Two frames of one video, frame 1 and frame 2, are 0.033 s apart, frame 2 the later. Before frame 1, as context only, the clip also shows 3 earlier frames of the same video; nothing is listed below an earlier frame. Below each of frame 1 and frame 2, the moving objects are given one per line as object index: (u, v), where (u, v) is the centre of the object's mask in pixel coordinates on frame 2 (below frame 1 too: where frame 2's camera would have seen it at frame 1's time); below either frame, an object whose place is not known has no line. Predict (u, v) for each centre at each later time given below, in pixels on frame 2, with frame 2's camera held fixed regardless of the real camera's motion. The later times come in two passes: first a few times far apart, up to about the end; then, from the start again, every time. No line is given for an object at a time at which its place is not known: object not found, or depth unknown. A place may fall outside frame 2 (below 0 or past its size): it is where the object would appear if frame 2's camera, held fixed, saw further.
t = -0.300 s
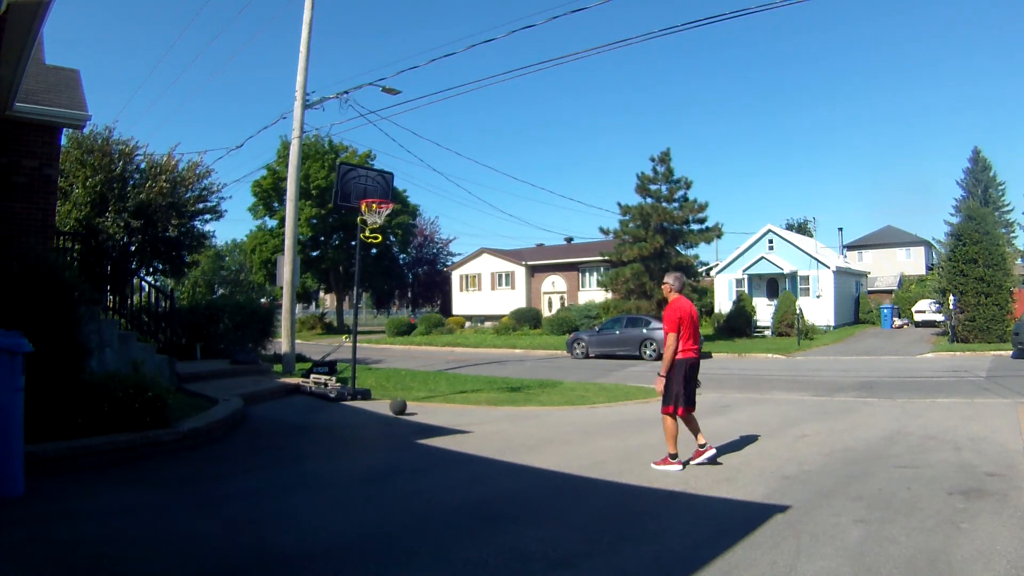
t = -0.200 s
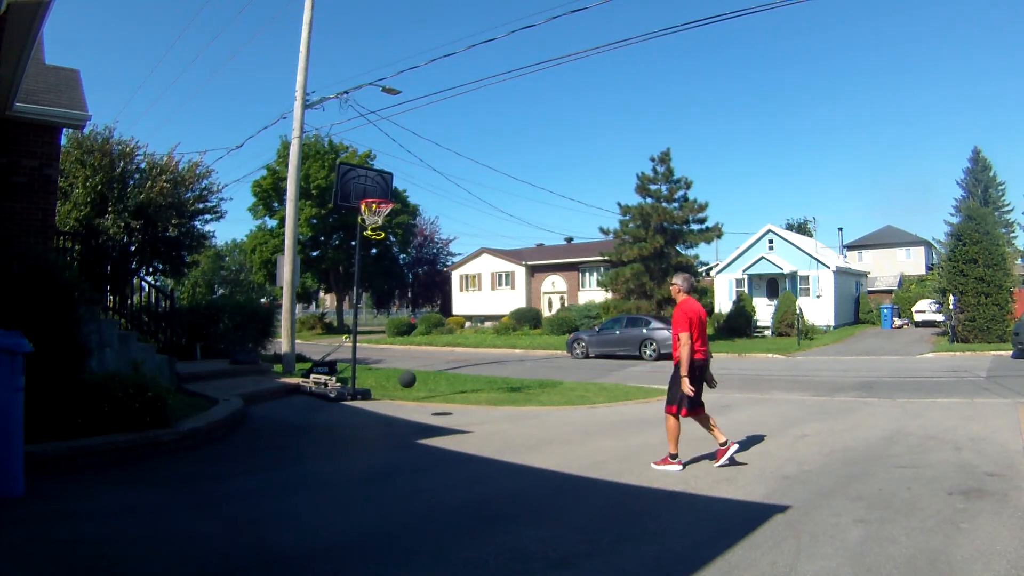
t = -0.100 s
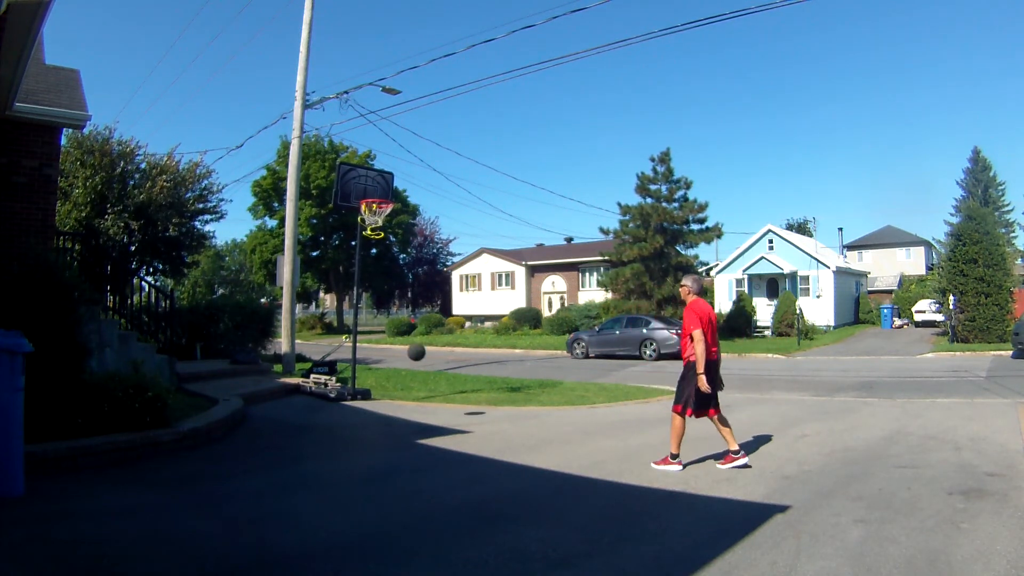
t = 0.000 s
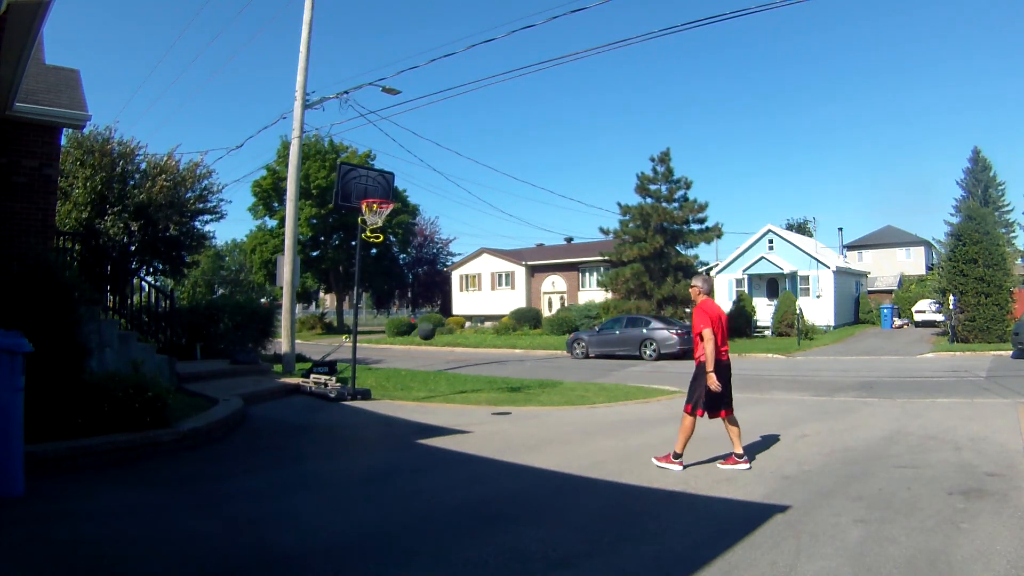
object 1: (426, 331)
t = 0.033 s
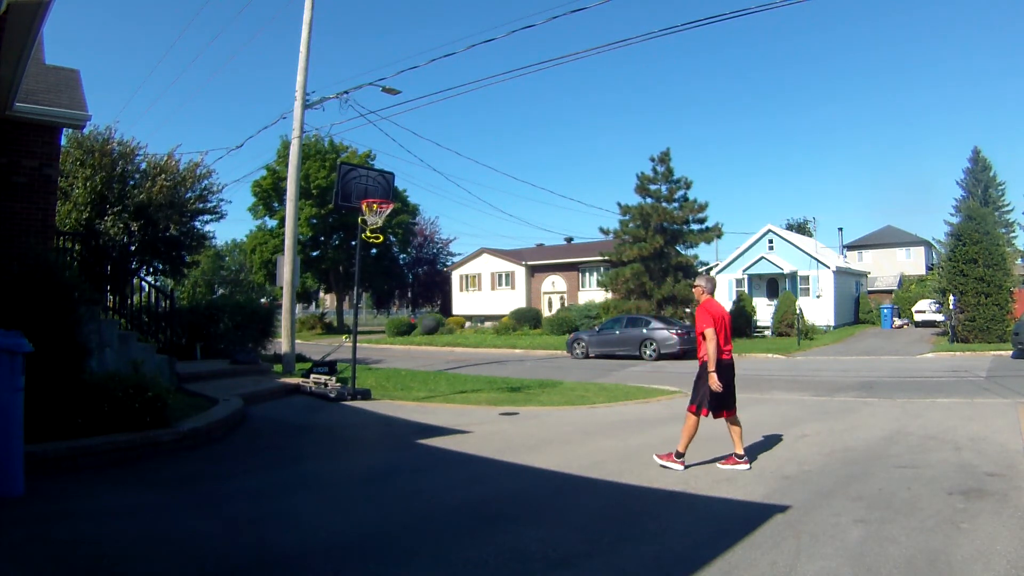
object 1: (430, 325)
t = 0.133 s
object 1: (440, 315)
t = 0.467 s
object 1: (482, 337)
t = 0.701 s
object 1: (516, 417)
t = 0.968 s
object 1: (553, 379)
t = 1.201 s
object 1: (590, 367)
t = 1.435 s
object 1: (630, 411)
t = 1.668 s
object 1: (672, 427)
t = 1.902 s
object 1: (716, 407)
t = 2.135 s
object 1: (763, 449)
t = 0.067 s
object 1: (433, 321)
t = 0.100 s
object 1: (435, 318)
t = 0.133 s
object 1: (440, 315)
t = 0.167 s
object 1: (444, 312)
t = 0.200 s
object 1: (448, 311)
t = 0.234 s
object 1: (452, 311)
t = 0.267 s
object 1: (456, 312)
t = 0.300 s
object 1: (461, 313)
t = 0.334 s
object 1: (465, 316)
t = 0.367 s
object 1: (469, 320)
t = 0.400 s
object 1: (474, 324)
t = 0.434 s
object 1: (478, 331)
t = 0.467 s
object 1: (482, 337)
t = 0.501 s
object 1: (487, 344)
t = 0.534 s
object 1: (491, 354)
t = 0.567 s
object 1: (496, 364)
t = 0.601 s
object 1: (501, 375)
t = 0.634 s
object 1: (506, 388)
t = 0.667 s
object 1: (511, 402)
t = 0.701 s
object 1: (516, 417)
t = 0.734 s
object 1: (521, 434)
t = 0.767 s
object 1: (525, 428)
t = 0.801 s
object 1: (530, 418)
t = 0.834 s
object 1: (534, 409)
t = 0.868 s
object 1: (539, 400)
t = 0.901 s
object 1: (544, 392)
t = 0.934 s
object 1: (548, 385)
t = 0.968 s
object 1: (553, 379)
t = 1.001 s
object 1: (558, 374)
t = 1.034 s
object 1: (563, 370)
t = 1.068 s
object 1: (568, 368)
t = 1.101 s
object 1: (574, 365)
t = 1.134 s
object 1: (579, 365)
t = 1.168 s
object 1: (584, 365)
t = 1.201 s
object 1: (590, 367)
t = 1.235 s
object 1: (595, 369)
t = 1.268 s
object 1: (601, 373)
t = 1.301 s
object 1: (606, 378)
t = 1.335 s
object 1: (612, 384)
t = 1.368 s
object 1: (618, 392)
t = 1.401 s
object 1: (624, 401)
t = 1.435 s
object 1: (630, 411)
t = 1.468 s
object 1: (635, 422)
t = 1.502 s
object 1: (641, 435)
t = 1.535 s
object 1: (647, 449)
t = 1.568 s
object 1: (653, 453)
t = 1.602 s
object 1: (659, 443)
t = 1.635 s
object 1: (665, 434)
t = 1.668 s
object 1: (672, 427)
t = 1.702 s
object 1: (678, 421)
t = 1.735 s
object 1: (684, 416)
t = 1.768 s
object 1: (690, 411)
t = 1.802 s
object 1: (697, 408)
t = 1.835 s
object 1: (703, 407)
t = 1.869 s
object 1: (710, 406)
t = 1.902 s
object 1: (716, 407)
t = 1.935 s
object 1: (723, 409)
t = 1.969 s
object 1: (730, 412)
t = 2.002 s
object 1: (736, 417)
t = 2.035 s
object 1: (743, 423)
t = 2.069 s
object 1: (750, 430)
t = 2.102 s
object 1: (757, 439)
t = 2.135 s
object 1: (763, 449)
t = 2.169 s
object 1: (770, 462)
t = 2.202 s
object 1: (776, 465)
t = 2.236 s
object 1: (783, 456)
